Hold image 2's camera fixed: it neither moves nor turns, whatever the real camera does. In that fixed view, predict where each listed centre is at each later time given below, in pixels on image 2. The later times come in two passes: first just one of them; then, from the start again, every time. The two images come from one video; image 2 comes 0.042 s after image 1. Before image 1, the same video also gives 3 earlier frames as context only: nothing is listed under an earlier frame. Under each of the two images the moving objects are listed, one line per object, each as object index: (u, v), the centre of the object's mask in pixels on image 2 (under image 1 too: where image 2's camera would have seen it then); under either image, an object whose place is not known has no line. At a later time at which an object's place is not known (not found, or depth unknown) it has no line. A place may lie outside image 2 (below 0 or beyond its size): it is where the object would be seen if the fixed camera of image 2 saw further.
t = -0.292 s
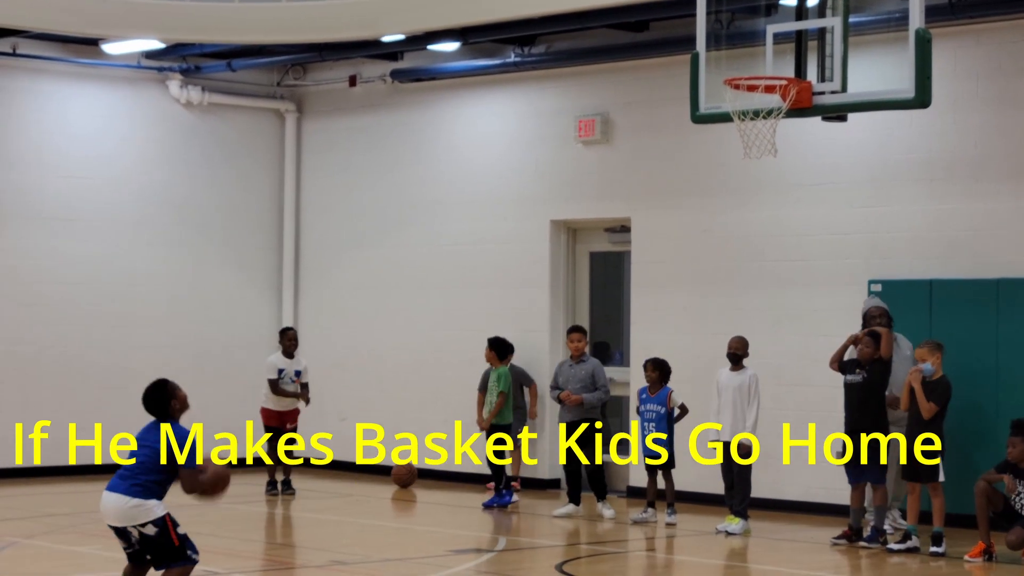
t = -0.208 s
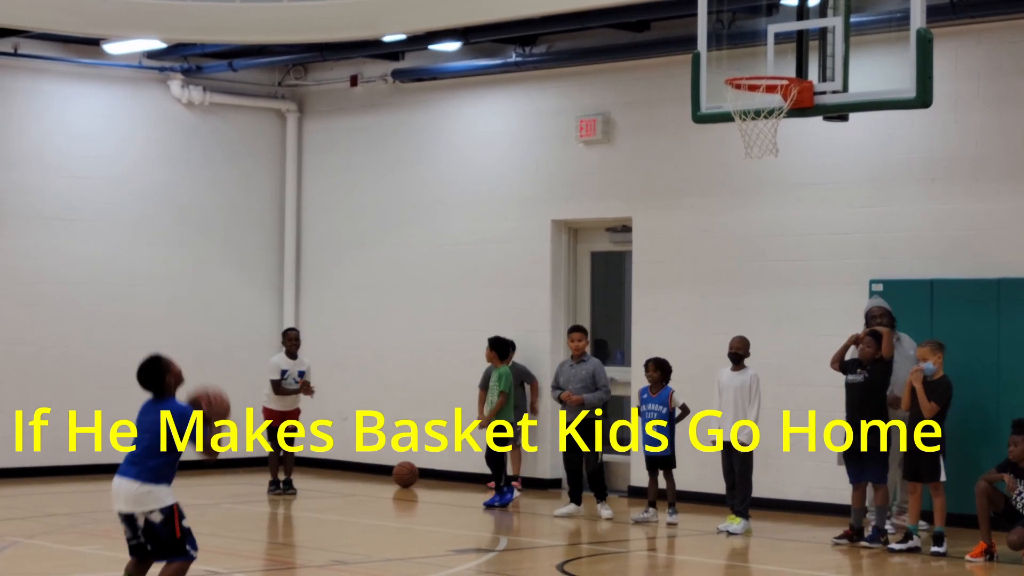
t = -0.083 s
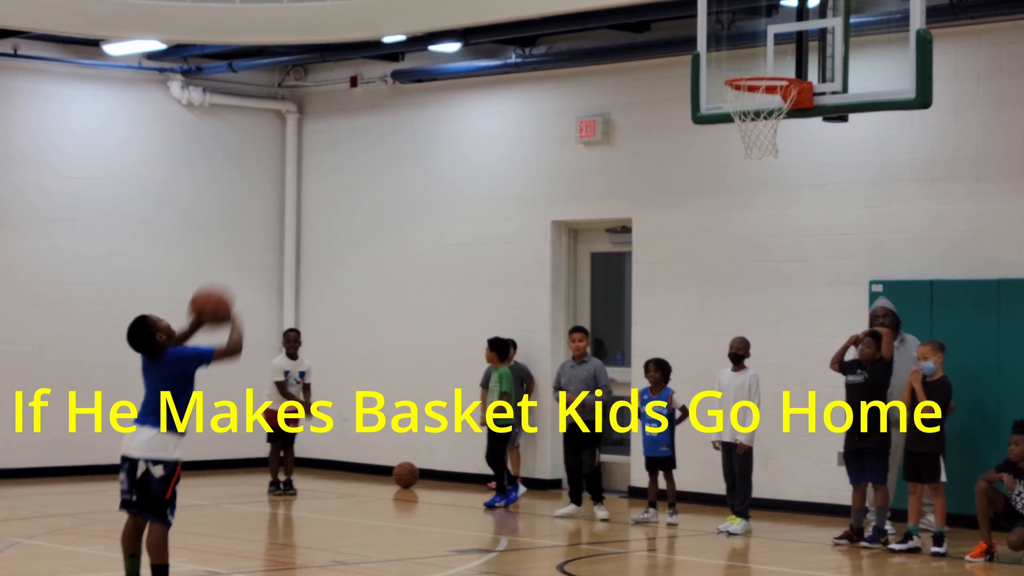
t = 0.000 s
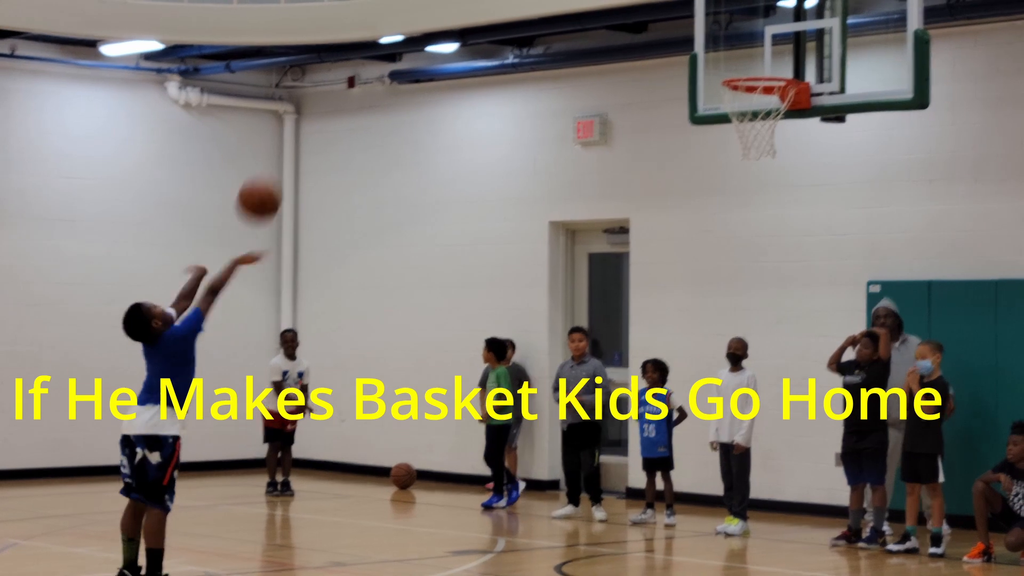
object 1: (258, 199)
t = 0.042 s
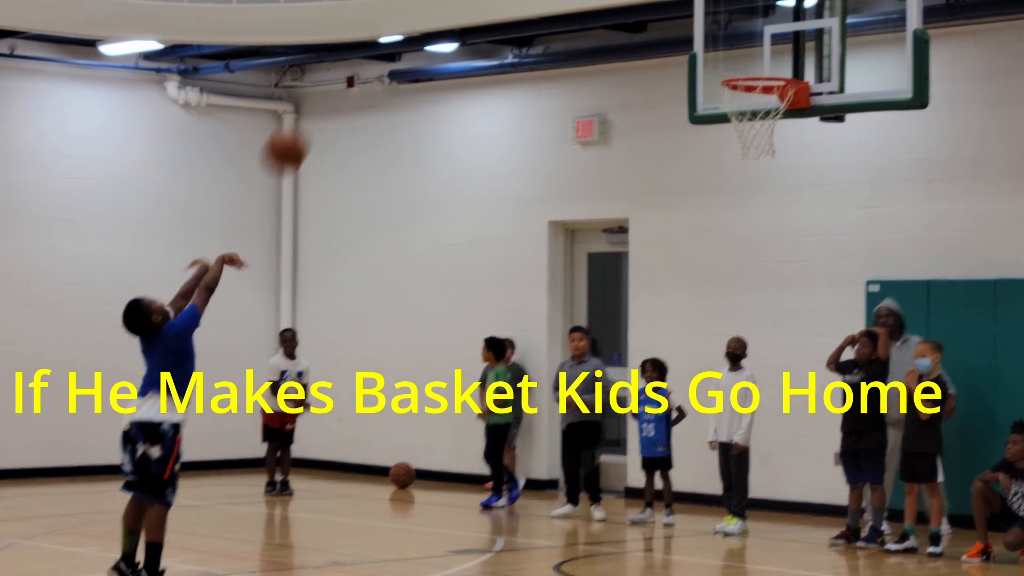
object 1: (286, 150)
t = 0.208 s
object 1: (391, 3)
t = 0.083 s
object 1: (314, 104)
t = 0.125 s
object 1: (340, 63)
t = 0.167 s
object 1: (366, 24)
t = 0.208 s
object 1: (391, 3)
